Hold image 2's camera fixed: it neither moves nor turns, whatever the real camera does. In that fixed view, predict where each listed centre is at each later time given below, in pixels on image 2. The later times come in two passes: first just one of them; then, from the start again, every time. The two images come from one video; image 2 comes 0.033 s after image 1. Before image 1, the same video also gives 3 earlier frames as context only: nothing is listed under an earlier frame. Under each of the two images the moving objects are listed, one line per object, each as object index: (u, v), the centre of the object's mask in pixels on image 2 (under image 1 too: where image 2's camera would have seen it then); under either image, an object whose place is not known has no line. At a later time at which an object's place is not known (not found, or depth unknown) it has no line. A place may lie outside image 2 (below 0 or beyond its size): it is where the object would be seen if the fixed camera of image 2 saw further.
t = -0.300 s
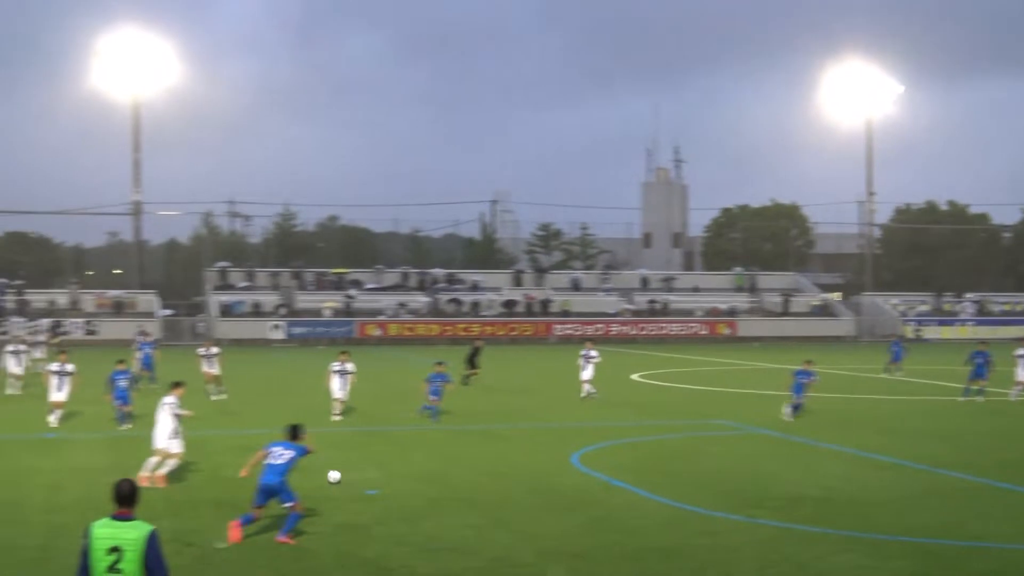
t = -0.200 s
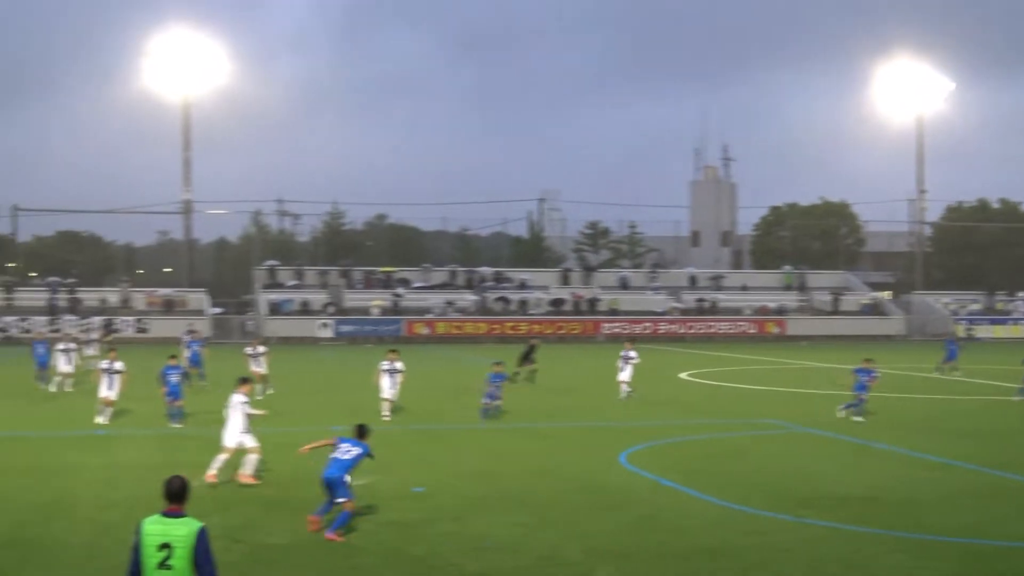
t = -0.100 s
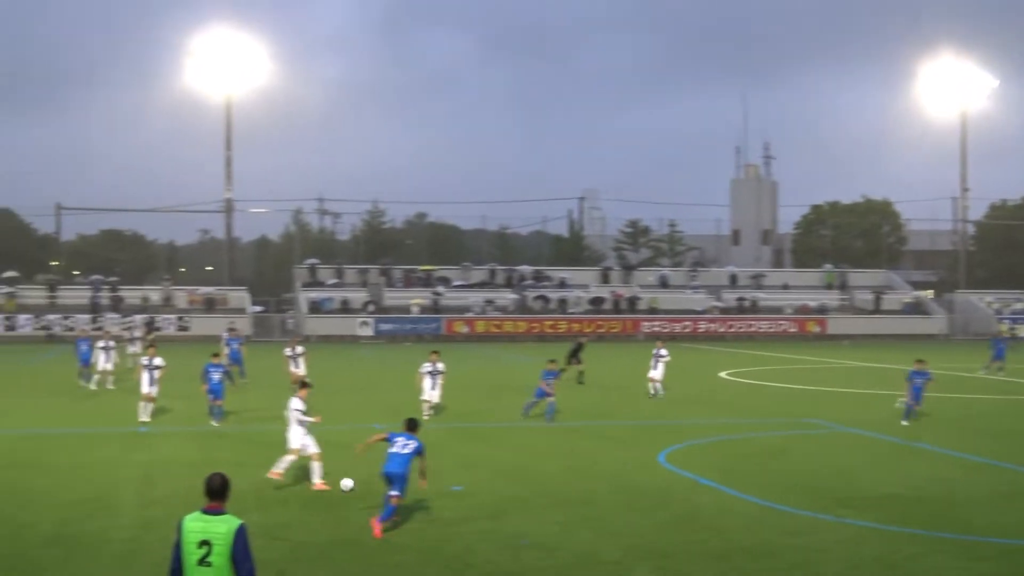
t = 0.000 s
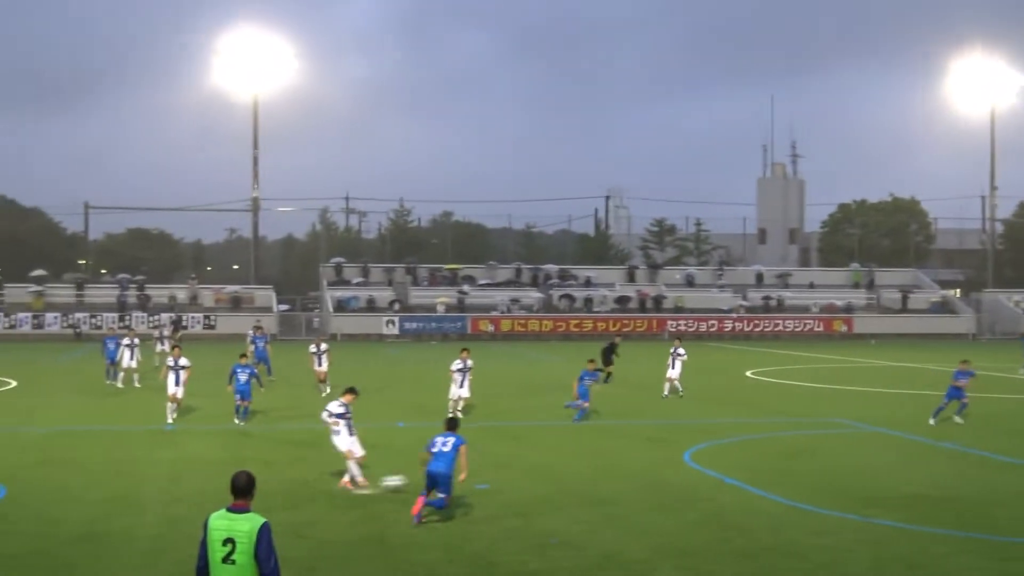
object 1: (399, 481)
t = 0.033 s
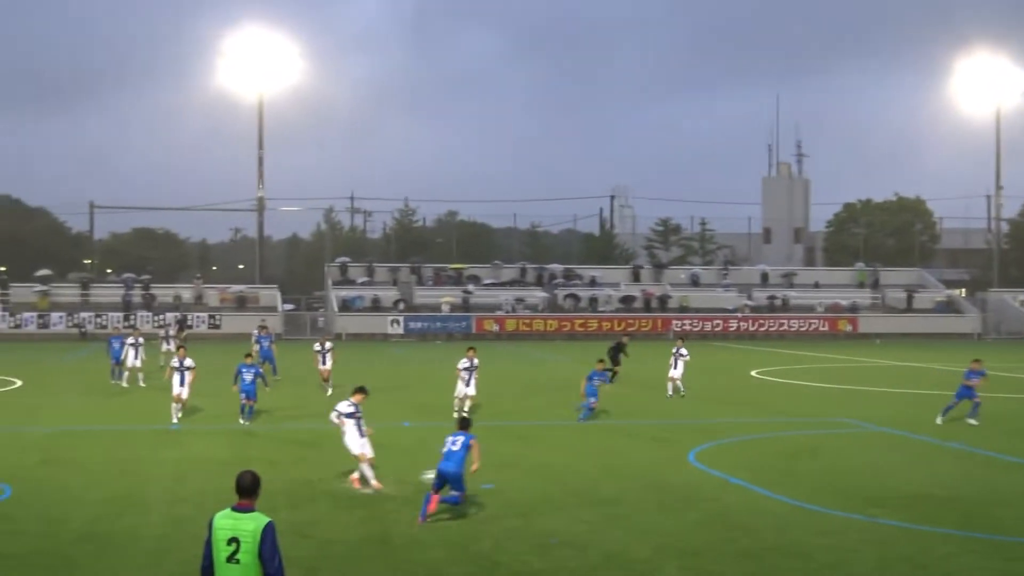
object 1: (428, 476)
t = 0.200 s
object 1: (615, 461)
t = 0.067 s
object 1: (474, 471)
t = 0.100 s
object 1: (506, 467)
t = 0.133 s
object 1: (543, 465)
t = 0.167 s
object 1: (578, 462)
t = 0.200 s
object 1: (615, 461)
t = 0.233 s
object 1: (653, 460)
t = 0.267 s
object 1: (689, 460)
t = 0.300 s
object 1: (725, 462)
